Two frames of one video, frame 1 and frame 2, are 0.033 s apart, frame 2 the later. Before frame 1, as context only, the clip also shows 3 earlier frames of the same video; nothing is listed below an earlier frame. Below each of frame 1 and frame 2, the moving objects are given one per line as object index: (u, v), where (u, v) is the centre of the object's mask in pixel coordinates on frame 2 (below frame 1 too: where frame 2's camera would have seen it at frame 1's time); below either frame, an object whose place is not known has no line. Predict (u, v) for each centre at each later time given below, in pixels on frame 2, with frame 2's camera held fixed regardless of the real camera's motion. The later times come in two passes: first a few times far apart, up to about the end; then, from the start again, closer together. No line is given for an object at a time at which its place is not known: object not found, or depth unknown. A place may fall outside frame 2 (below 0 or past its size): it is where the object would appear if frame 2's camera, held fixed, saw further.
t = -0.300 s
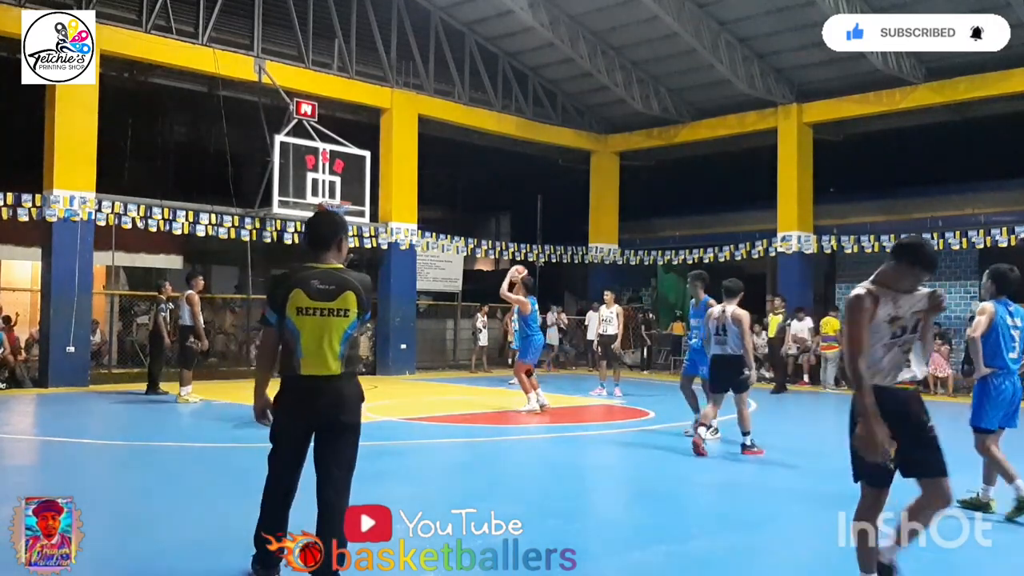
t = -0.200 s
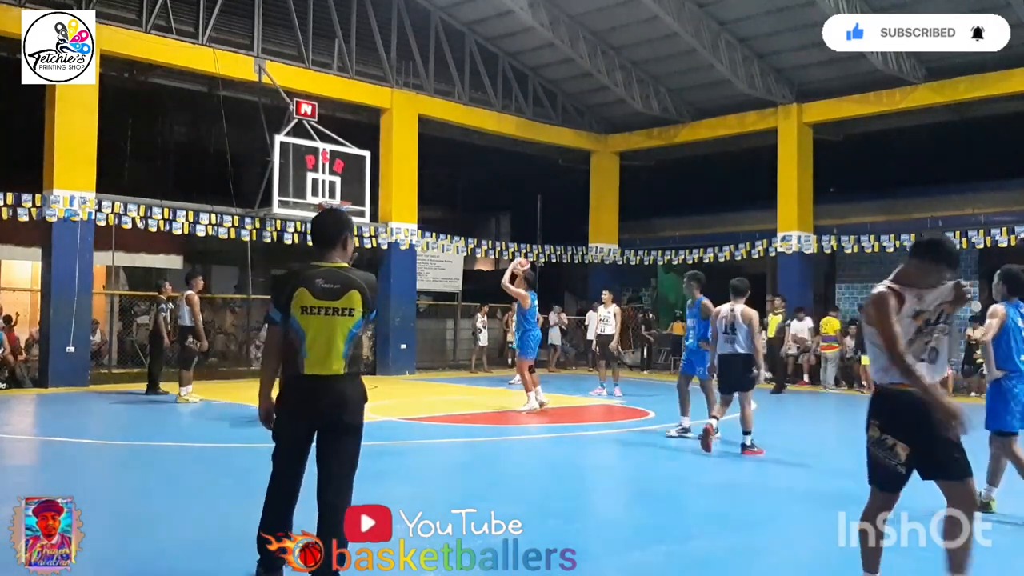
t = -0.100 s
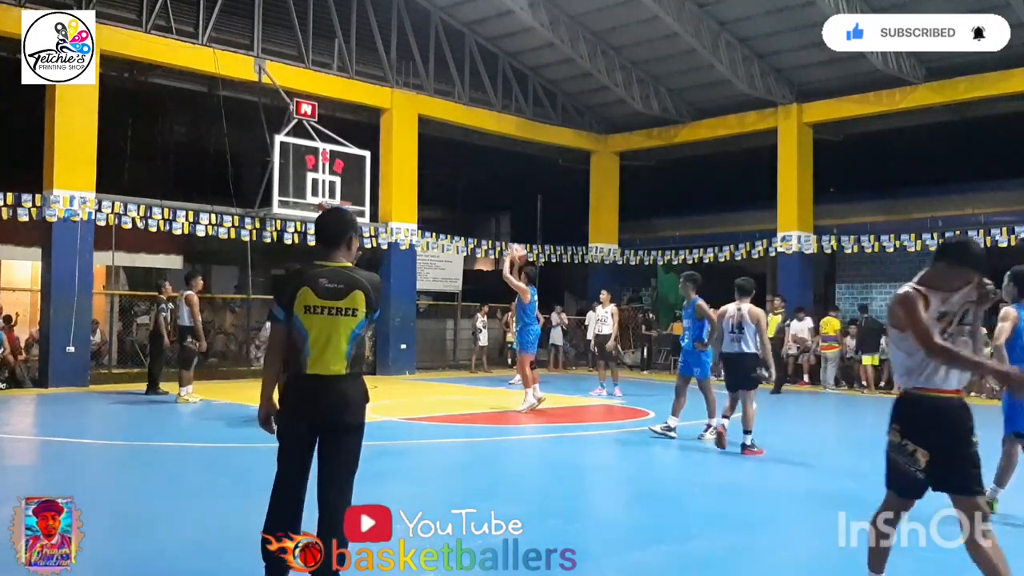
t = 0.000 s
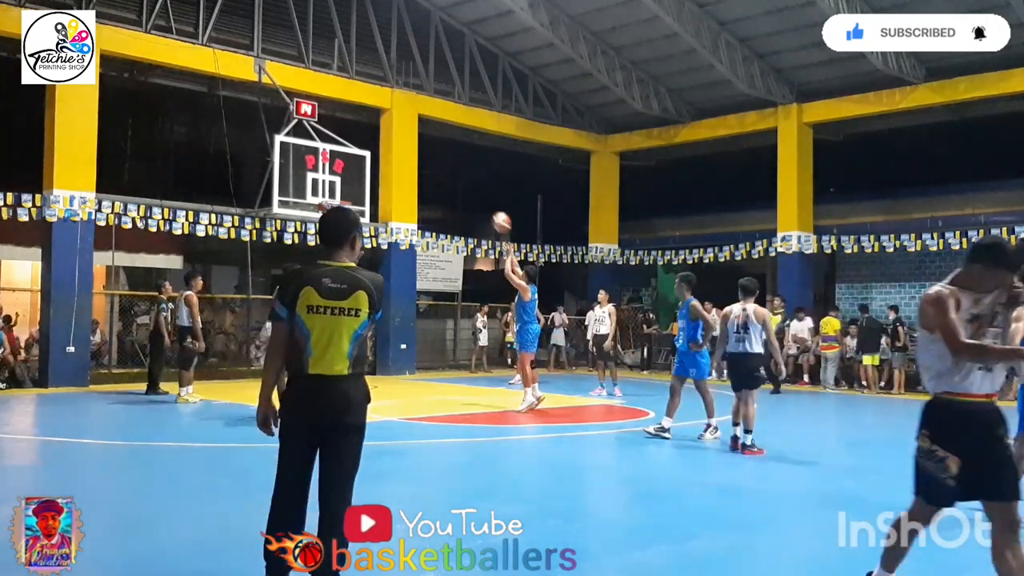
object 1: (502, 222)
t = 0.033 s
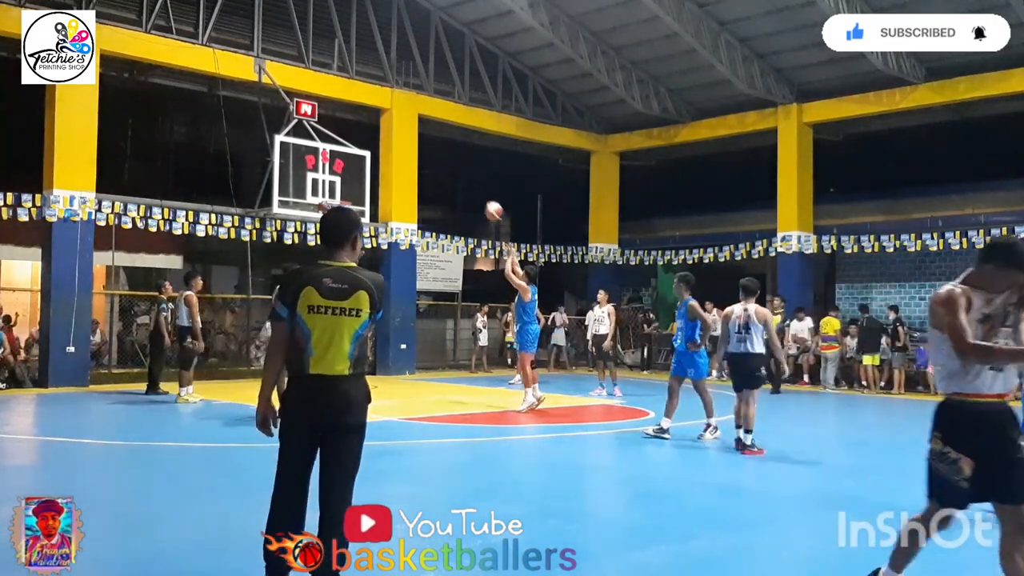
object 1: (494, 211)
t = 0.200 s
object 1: (457, 169)
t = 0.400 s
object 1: (419, 146)
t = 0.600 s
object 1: (381, 149)
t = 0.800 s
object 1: (348, 176)
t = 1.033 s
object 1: (342, 216)
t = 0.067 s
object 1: (486, 201)
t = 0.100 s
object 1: (479, 191)
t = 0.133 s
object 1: (471, 183)
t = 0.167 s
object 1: (464, 175)
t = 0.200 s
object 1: (457, 169)
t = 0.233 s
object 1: (451, 163)
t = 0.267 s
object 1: (444, 158)
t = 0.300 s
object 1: (437, 154)
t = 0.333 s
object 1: (431, 150)
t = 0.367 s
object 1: (425, 148)
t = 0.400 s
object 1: (419, 146)
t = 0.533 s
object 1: (393, 145)
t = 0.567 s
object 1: (387, 147)
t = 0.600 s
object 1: (381, 149)
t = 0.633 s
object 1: (375, 152)
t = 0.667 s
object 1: (370, 155)
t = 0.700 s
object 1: (365, 160)
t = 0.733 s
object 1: (359, 165)
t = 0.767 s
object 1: (353, 170)
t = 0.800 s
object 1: (348, 176)
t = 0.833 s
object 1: (344, 183)
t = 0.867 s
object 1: (338, 190)
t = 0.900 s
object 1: (332, 198)
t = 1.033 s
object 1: (342, 216)
